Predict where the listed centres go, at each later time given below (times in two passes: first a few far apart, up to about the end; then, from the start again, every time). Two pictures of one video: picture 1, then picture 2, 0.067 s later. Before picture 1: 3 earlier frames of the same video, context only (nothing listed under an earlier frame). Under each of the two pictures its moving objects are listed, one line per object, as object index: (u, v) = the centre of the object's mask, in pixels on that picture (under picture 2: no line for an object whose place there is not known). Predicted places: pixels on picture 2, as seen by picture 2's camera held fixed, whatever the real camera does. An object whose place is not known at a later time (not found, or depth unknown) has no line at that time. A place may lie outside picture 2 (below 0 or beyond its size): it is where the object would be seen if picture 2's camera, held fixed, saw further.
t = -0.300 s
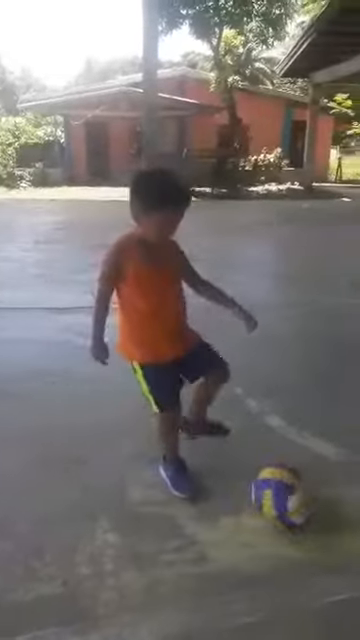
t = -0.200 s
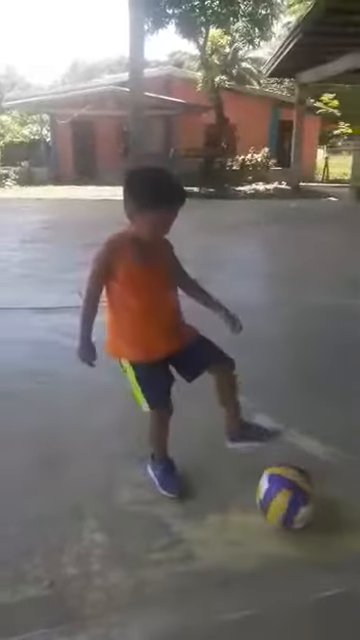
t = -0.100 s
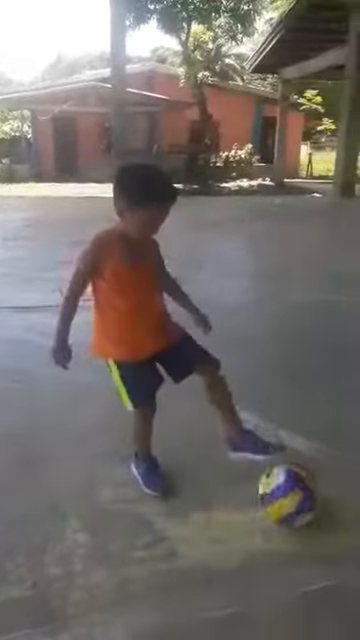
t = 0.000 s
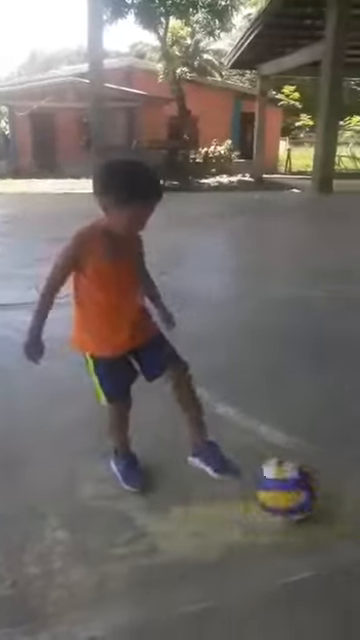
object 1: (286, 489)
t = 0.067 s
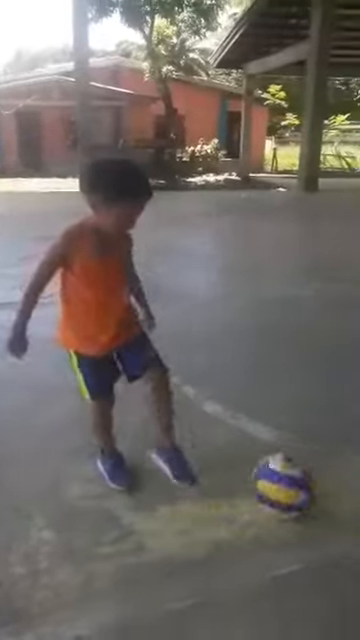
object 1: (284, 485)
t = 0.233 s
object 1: (306, 481)
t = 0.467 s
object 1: (339, 479)
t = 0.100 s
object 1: (287, 485)
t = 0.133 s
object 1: (291, 484)
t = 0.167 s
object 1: (296, 484)
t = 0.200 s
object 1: (301, 483)
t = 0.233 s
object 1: (306, 481)
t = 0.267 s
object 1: (311, 482)
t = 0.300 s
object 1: (315, 482)
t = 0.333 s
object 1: (321, 482)
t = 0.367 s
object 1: (325, 483)
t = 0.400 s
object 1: (330, 483)
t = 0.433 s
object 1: (334, 481)
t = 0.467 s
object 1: (339, 479)
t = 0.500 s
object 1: (343, 479)
